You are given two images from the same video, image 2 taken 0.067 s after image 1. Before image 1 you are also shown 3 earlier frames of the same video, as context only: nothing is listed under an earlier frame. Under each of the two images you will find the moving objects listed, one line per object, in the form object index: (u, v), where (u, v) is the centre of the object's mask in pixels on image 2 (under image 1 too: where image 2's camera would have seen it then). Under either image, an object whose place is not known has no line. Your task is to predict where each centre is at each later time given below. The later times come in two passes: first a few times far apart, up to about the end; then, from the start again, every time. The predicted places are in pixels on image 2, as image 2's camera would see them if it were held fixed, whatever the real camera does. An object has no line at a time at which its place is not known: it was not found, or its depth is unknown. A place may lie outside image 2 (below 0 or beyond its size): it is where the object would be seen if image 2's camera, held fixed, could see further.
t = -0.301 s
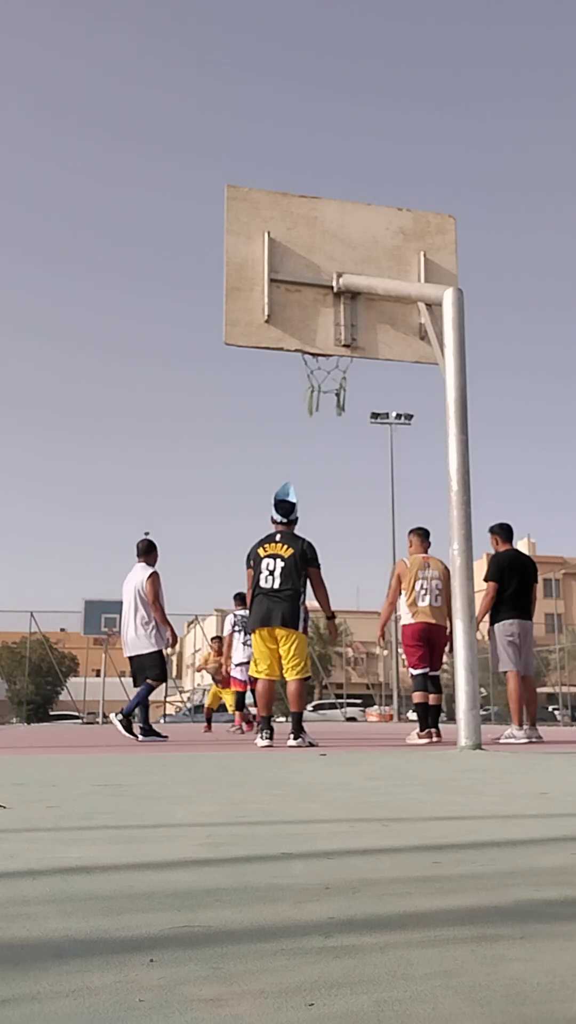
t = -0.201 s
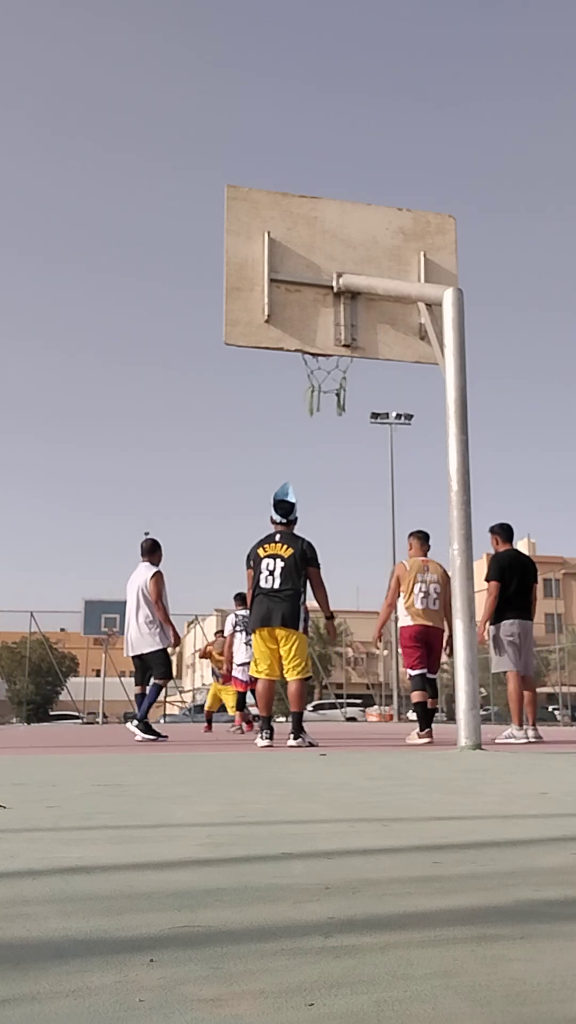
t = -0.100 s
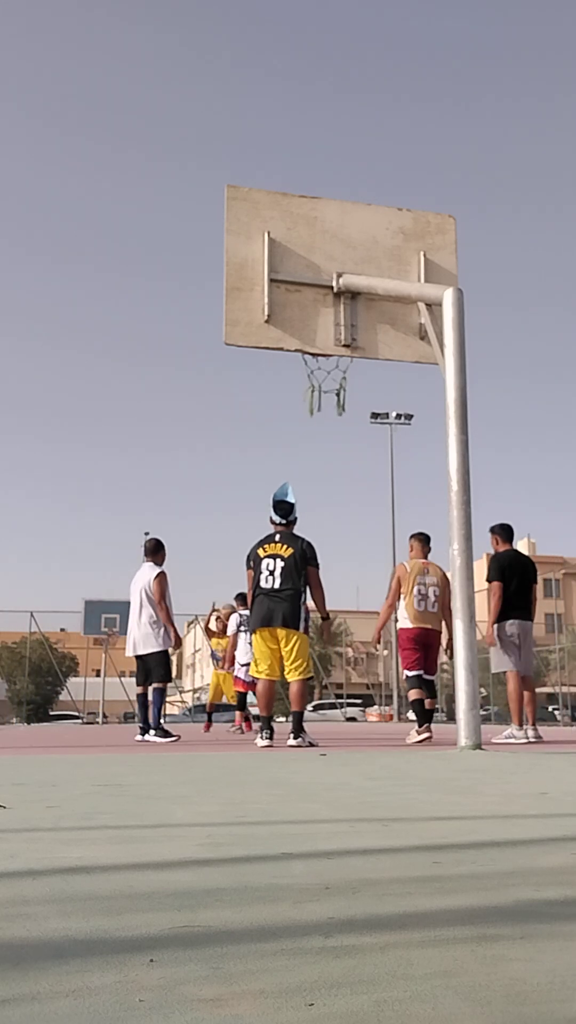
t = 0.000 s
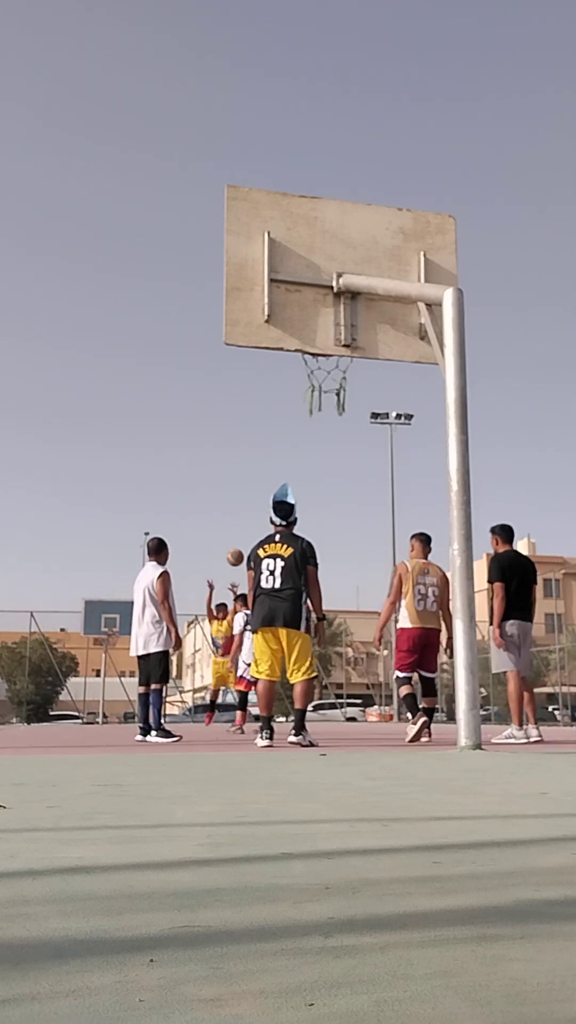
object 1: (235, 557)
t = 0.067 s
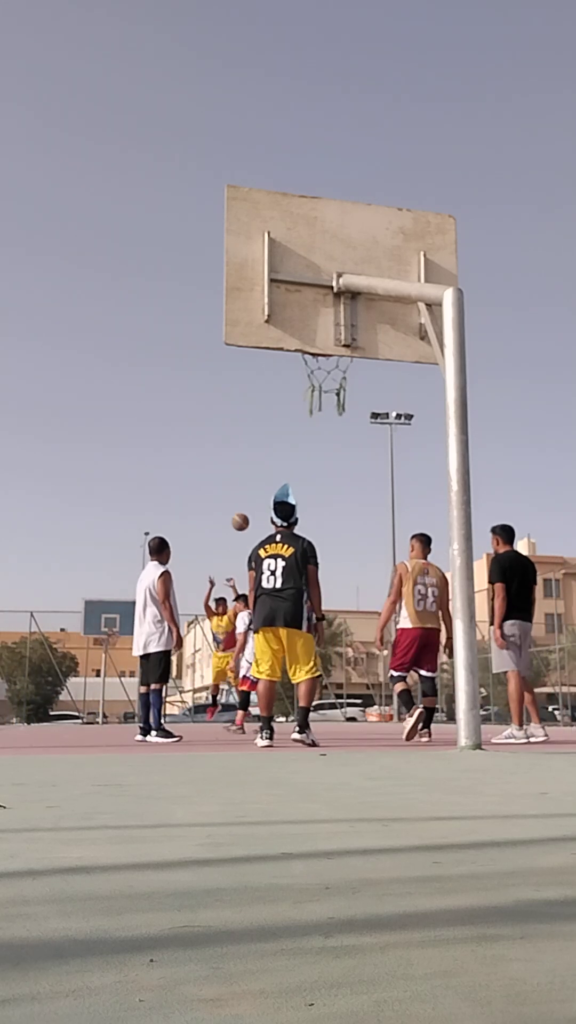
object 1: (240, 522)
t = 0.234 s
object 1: (254, 442)
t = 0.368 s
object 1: (266, 386)
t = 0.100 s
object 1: (243, 505)
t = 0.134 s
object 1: (245, 489)
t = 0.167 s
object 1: (248, 473)
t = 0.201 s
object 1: (251, 457)
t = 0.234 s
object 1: (254, 442)
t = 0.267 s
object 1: (257, 427)
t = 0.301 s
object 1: (260, 413)
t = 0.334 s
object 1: (263, 399)
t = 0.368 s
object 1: (266, 386)
